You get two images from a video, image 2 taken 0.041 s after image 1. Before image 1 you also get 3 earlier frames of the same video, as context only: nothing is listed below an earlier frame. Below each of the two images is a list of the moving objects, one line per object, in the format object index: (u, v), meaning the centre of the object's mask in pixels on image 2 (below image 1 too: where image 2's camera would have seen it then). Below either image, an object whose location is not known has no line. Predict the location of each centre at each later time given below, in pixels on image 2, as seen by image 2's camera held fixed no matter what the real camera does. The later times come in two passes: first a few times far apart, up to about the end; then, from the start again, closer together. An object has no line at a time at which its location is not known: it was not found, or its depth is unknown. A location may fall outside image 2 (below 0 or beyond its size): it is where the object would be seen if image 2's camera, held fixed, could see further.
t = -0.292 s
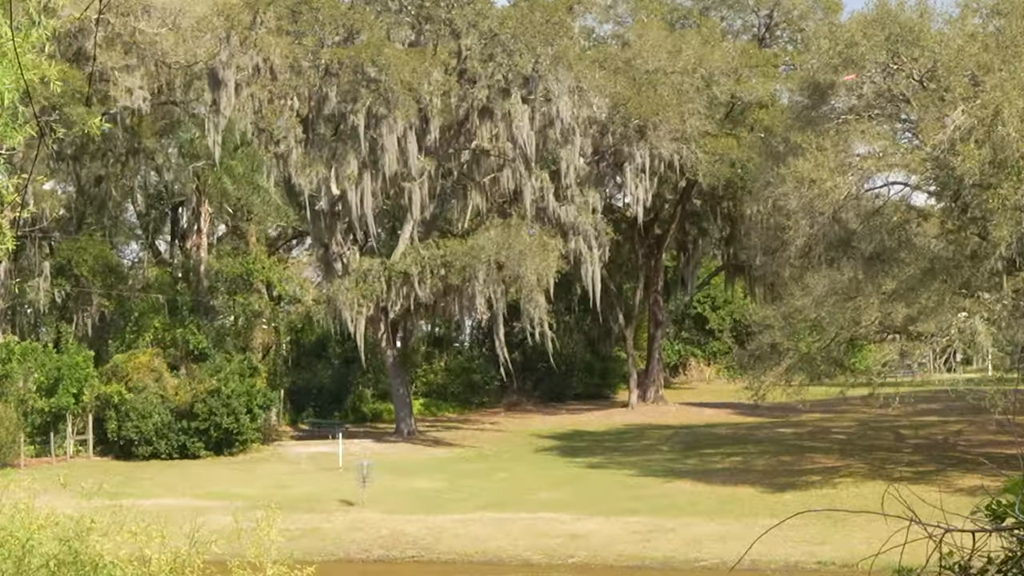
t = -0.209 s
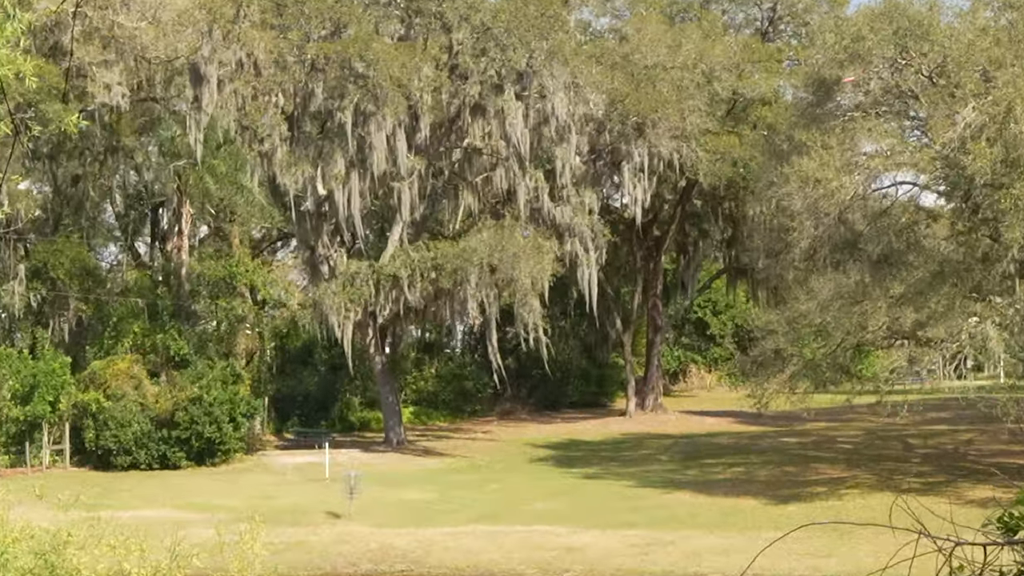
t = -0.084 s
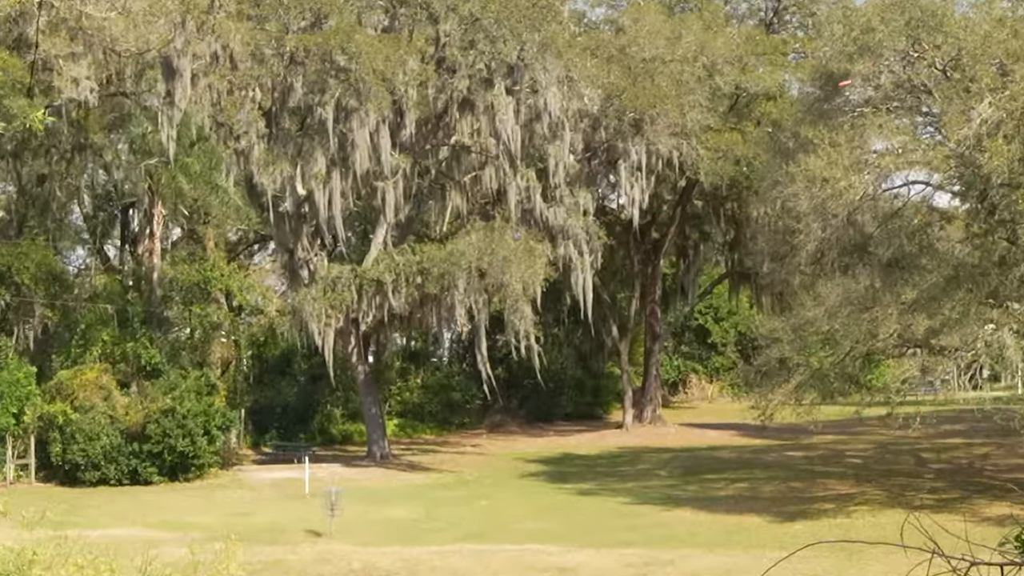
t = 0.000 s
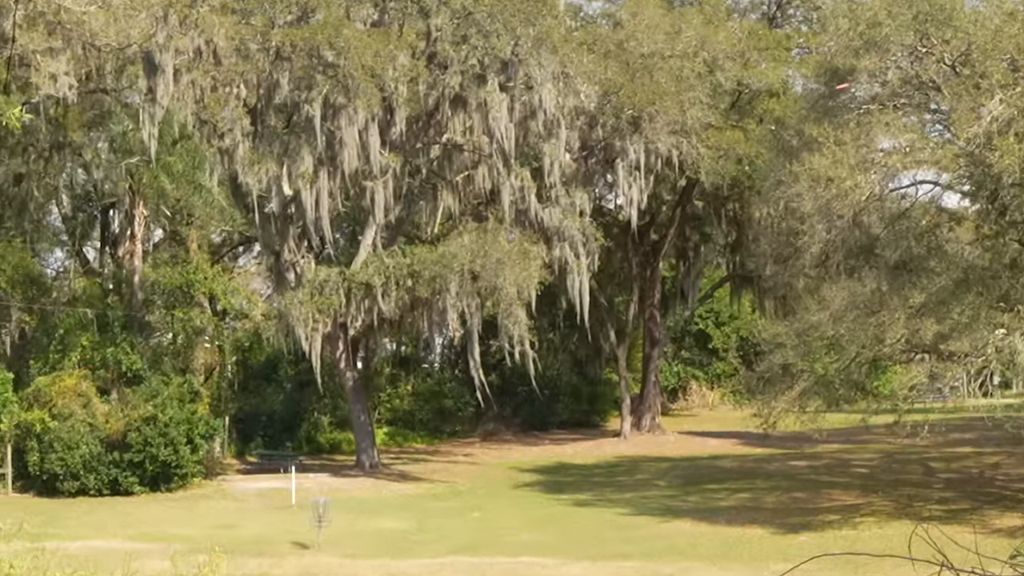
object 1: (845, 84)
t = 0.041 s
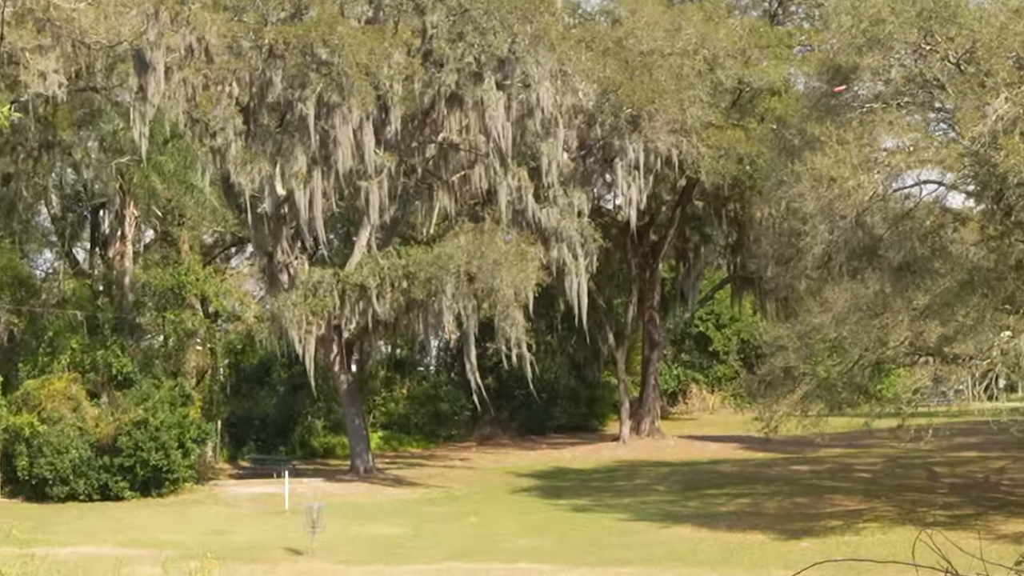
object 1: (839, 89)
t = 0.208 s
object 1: (820, 106)
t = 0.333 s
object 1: (804, 120)
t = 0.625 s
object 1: (763, 154)
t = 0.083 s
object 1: (835, 93)
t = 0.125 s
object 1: (829, 98)
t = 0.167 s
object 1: (825, 101)
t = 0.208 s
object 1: (820, 106)
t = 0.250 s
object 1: (814, 111)
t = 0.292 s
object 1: (810, 115)
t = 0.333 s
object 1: (804, 120)
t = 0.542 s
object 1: (776, 144)
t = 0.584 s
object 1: (769, 149)
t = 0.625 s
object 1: (763, 154)
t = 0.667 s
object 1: (756, 160)
